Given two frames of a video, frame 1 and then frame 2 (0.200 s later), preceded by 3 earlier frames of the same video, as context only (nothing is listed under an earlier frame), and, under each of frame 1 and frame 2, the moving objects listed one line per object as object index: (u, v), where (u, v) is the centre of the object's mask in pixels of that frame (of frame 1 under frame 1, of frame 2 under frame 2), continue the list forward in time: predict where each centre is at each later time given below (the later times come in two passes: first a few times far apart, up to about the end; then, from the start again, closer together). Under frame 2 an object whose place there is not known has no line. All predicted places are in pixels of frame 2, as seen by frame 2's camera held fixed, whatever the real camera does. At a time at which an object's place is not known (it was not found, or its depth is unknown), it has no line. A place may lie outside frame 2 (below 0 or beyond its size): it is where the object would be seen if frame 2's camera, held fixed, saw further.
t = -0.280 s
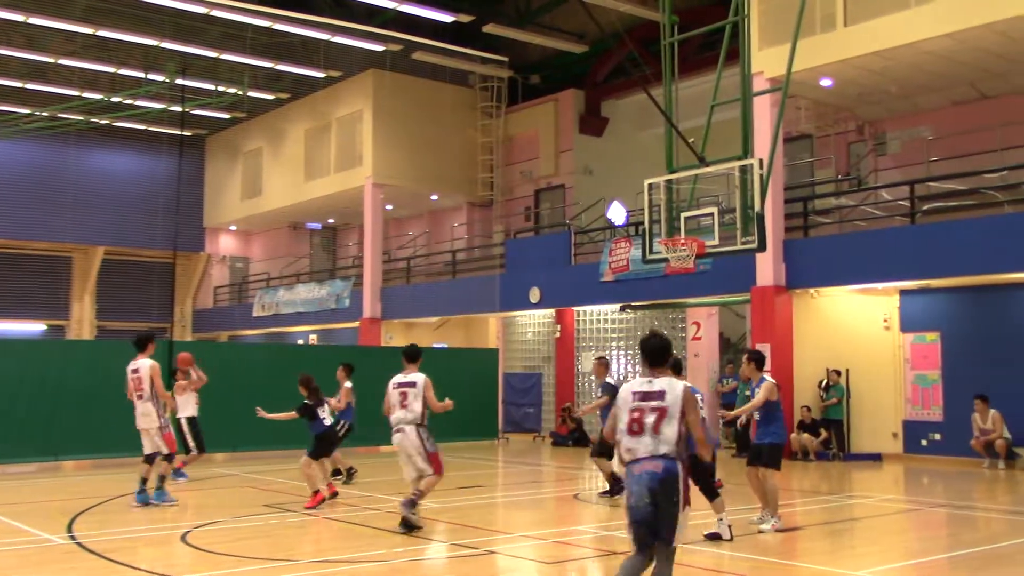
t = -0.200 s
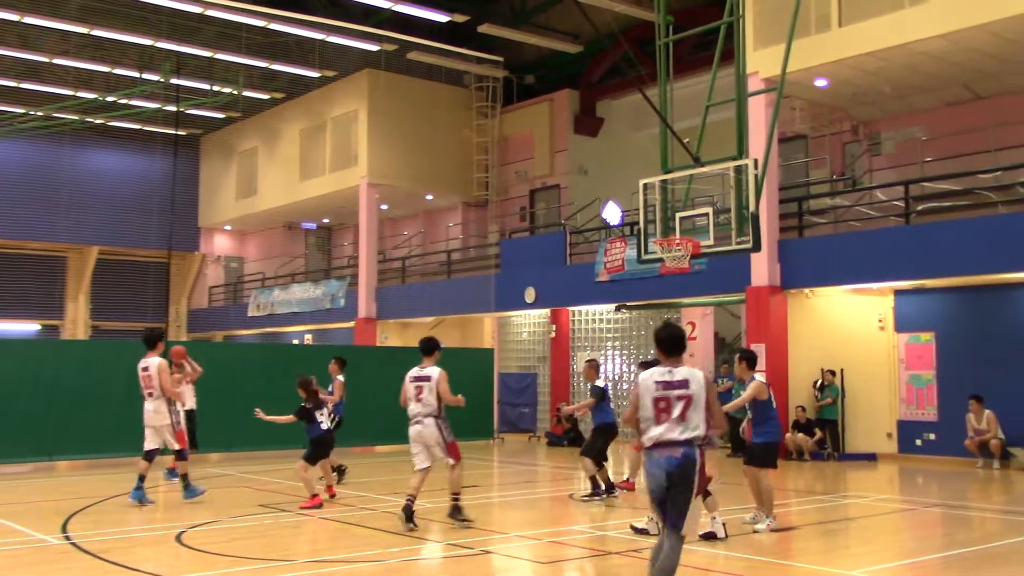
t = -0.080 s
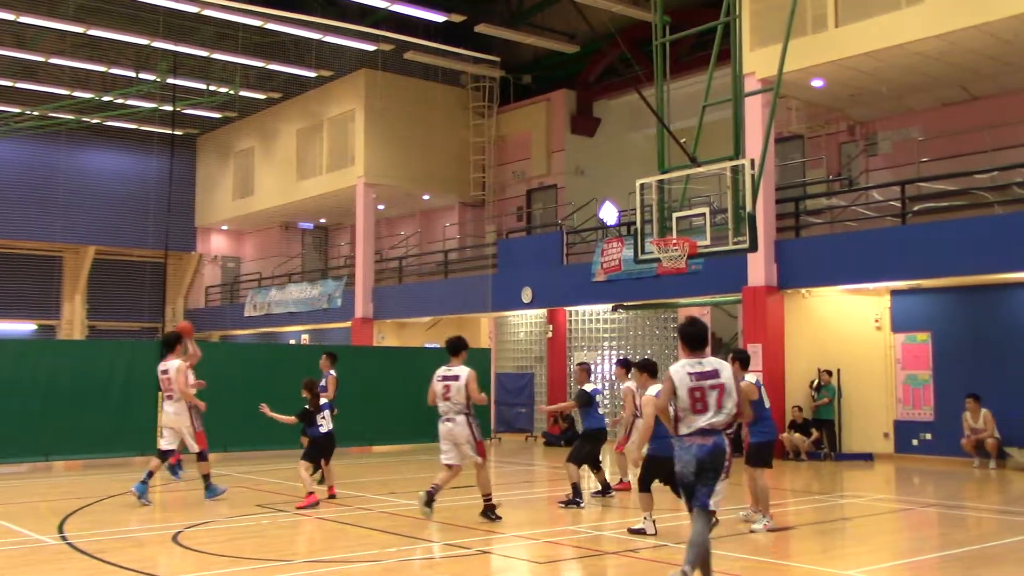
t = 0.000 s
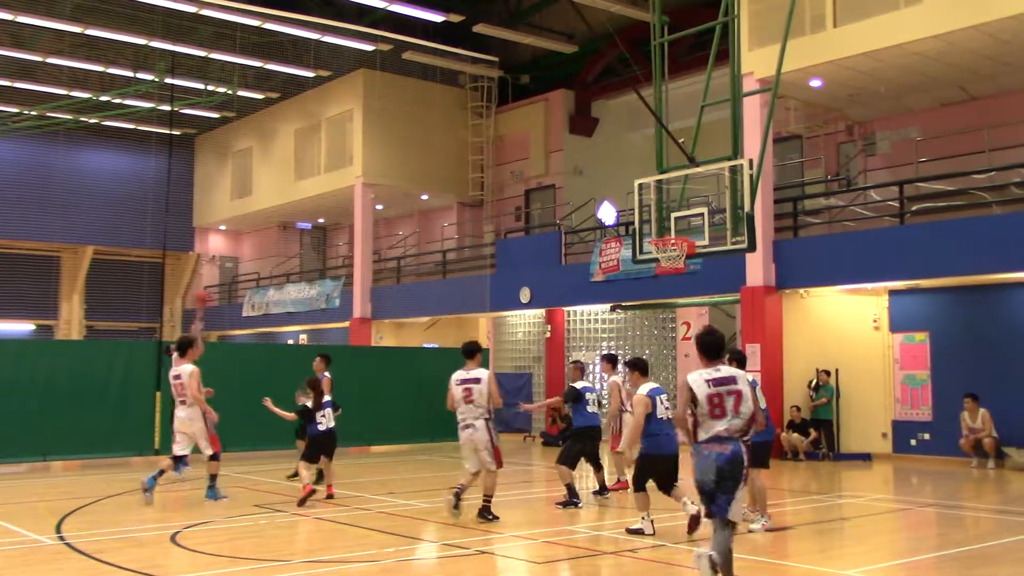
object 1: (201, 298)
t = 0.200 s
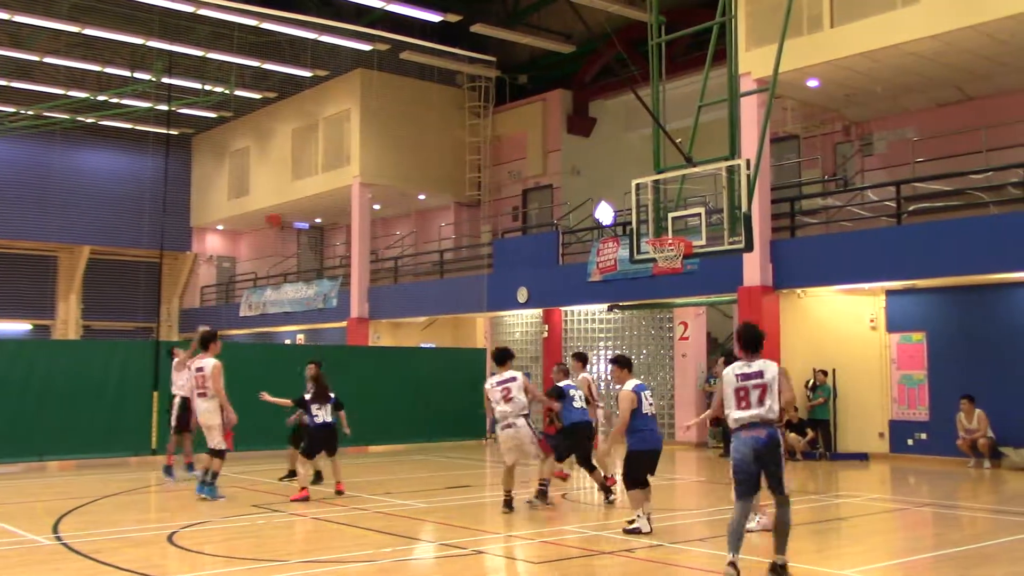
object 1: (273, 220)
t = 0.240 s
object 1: (289, 207)
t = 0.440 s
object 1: (366, 159)
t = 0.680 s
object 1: (461, 135)
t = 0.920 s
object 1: (558, 154)
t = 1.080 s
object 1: (625, 192)
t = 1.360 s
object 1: (626, 191)
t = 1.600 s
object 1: (550, 162)
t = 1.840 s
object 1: (477, 178)
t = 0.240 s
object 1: (289, 207)
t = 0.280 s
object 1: (305, 196)
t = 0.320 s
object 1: (320, 184)
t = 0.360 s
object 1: (335, 174)
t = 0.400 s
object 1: (350, 166)
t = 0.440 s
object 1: (366, 159)
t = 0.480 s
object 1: (381, 152)
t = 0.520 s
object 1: (397, 146)
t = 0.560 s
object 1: (412, 142)
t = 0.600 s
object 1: (427, 138)
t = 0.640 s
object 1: (444, 136)
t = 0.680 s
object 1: (461, 135)
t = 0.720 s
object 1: (475, 135)
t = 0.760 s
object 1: (495, 137)
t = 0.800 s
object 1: (510, 140)
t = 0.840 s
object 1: (525, 144)
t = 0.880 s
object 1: (541, 147)
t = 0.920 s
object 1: (558, 154)
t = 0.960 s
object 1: (575, 163)
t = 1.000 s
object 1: (592, 171)
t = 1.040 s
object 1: (609, 181)
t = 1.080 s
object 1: (625, 192)
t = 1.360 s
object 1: (626, 191)
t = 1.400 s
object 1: (613, 183)
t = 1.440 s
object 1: (601, 176)
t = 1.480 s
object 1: (586, 170)
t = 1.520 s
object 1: (575, 166)
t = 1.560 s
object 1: (563, 164)
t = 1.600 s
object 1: (550, 162)
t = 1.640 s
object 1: (538, 161)
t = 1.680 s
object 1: (524, 162)
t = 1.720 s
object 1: (514, 164)
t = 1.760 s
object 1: (501, 167)
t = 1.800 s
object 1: (489, 172)
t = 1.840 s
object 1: (477, 178)
